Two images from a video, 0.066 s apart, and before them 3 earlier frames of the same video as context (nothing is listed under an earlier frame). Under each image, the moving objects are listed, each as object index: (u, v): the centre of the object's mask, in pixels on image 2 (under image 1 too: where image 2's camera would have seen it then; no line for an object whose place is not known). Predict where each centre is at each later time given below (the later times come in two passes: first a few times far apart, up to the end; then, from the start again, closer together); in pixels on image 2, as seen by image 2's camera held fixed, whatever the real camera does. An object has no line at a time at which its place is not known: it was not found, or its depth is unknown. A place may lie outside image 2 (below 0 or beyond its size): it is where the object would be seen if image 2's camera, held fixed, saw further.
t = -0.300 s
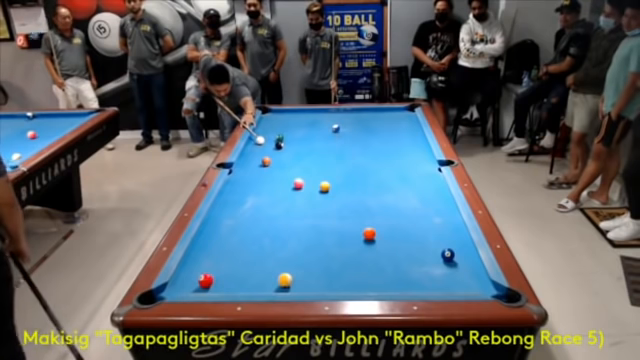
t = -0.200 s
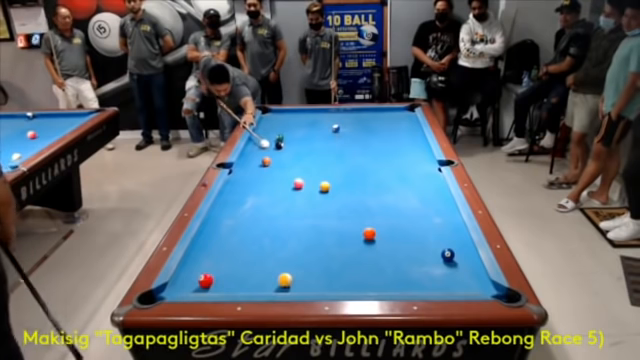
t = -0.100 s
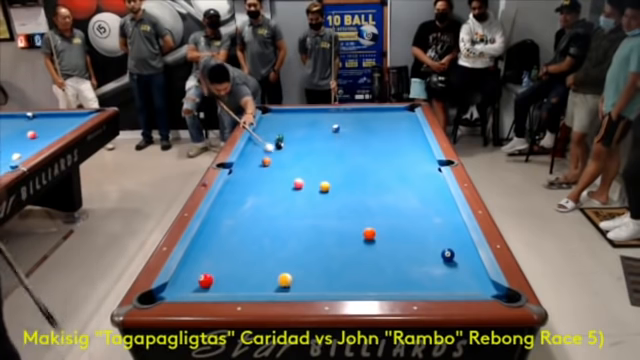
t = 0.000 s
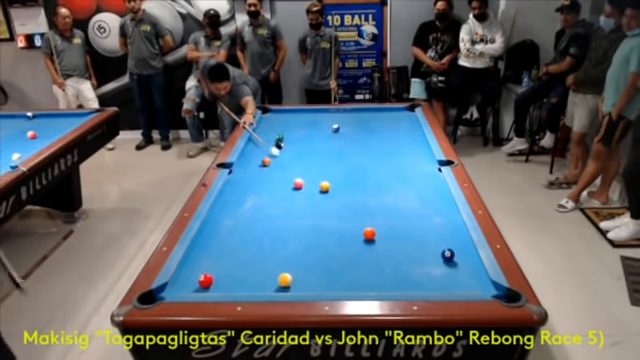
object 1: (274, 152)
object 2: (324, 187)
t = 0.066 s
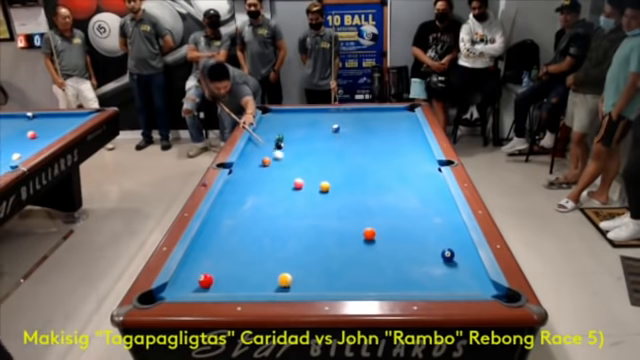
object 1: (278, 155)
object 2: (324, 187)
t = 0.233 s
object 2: (324, 187)
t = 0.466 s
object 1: (301, 173)
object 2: (324, 187)
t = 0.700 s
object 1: (314, 184)
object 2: (325, 187)
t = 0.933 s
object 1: (311, 193)
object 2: (342, 191)
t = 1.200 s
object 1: (307, 203)
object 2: (360, 194)
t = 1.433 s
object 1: (304, 212)
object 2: (375, 198)
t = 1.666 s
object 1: (300, 220)
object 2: (390, 201)
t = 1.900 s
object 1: (296, 229)
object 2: (403, 204)
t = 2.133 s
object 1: (292, 238)
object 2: (417, 208)
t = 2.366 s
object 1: (289, 247)
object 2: (430, 211)
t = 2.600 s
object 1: (285, 255)
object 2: (442, 214)
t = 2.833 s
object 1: (280, 263)
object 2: (453, 217)
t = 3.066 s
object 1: (276, 271)
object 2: (453, 218)
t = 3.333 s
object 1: (269, 279)
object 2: (449, 220)
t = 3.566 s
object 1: (263, 283)
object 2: (446, 221)
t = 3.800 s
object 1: (257, 287)
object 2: (443, 222)
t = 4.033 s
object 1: (254, 288)
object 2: (441, 222)
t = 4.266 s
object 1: (252, 287)
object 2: (440, 223)
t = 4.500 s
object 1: (251, 286)
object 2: (439, 222)
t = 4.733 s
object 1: (251, 286)
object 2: (439, 222)
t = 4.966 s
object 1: (251, 286)
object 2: (439, 222)
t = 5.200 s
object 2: (438, 223)
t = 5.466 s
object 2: (439, 223)
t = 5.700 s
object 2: (439, 223)
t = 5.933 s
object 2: (439, 223)
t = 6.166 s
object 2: (439, 223)
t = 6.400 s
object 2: (439, 223)
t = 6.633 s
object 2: (438, 223)
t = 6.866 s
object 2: (439, 223)
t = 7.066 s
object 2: (439, 223)
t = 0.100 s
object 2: (324, 187)
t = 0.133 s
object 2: (324, 187)
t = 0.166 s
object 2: (324, 187)
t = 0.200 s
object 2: (324, 187)
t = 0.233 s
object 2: (324, 187)
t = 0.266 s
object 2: (324, 187)
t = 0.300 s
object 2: (324, 187)
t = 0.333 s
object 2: (324, 187)
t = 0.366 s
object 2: (324, 187)
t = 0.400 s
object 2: (324, 187)
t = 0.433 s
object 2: (324, 187)
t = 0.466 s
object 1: (301, 173)
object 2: (324, 187)
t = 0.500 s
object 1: (303, 174)
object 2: (324, 187)
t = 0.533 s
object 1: (305, 176)
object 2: (324, 187)
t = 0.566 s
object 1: (307, 178)
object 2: (324, 187)
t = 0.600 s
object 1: (309, 180)
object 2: (324, 187)
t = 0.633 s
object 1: (311, 181)
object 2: (324, 187)
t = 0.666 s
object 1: (314, 183)
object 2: (324, 187)
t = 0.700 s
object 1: (314, 184)
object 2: (325, 187)
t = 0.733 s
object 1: (314, 186)
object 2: (328, 188)
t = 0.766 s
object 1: (314, 187)
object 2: (330, 188)
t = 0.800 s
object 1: (313, 188)
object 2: (333, 188)
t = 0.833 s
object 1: (313, 190)
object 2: (335, 189)
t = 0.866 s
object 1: (312, 191)
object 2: (337, 189)
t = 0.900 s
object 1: (312, 192)
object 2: (339, 190)
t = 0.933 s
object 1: (311, 193)
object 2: (342, 191)
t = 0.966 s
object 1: (311, 195)
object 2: (344, 191)
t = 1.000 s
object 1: (310, 196)
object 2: (346, 192)
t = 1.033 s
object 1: (310, 197)
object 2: (348, 192)
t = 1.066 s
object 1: (309, 198)
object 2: (351, 192)
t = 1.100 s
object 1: (309, 199)
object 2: (353, 193)
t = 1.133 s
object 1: (308, 201)
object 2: (355, 193)
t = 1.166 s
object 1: (308, 202)
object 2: (357, 194)
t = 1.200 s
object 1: (307, 203)
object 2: (360, 194)
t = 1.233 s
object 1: (307, 205)
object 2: (362, 195)
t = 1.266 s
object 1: (306, 206)
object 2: (364, 195)
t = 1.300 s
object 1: (306, 207)
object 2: (366, 196)
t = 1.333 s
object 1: (305, 208)
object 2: (368, 196)
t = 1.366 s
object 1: (305, 209)
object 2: (370, 197)
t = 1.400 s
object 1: (304, 210)
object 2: (372, 198)
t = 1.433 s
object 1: (304, 212)
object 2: (375, 198)
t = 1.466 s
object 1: (303, 213)
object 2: (377, 198)
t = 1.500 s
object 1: (302, 214)
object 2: (379, 198)
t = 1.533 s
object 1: (302, 215)
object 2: (381, 199)
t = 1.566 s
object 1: (301, 217)
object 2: (383, 200)
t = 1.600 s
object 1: (301, 218)
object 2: (385, 200)
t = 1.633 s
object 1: (300, 219)
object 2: (387, 200)
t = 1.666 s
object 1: (300, 220)
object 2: (390, 201)
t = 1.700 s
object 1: (299, 222)
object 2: (392, 202)
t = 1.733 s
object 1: (299, 223)
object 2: (394, 202)
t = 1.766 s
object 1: (298, 224)
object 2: (396, 203)
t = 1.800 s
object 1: (298, 225)
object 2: (397, 203)
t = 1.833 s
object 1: (297, 227)
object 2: (399, 203)
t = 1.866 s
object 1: (297, 228)
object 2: (401, 204)
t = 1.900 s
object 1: (296, 229)
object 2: (403, 204)
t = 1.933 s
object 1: (296, 230)
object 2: (406, 205)
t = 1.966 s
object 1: (295, 232)
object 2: (408, 205)
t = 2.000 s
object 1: (294, 233)
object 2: (409, 206)
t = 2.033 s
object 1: (294, 234)
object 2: (412, 206)
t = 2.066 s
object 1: (293, 235)
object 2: (413, 207)
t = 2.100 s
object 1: (293, 236)
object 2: (415, 207)
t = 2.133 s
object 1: (292, 238)
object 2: (417, 208)
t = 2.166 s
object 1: (292, 239)
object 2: (419, 208)
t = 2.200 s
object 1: (291, 240)
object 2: (421, 208)
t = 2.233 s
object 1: (291, 241)
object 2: (423, 209)
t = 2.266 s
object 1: (290, 243)
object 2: (425, 209)
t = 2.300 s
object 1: (290, 244)
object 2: (426, 210)
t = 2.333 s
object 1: (289, 245)
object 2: (428, 210)
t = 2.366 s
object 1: (289, 247)
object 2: (430, 211)
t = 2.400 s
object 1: (288, 248)
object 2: (432, 211)
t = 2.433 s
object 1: (288, 249)
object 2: (433, 212)
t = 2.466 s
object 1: (287, 250)
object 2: (435, 212)
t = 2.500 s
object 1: (287, 251)
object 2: (437, 212)
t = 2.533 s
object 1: (286, 252)
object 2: (439, 213)
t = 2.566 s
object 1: (285, 254)
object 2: (440, 213)
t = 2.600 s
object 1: (285, 255)
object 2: (442, 214)
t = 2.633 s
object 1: (284, 256)
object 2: (444, 214)
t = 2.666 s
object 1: (284, 258)
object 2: (445, 215)
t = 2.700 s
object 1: (283, 259)
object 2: (447, 215)
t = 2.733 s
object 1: (282, 260)
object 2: (449, 215)
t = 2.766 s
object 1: (282, 261)
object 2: (450, 215)
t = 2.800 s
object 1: (281, 262)
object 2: (452, 216)
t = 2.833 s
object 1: (280, 263)
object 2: (453, 217)
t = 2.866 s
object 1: (280, 264)
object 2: (455, 217)
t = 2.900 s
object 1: (279, 265)
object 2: (456, 217)
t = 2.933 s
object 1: (279, 267)
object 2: (456, 217)
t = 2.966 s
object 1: (278, 267)
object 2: (455, 218)
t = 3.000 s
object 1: (277, 269)
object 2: (454, 218)
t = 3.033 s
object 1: (276, 270)
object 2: (454, 218)
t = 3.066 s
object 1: (276, 271)
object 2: (453, 218)
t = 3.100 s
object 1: (275, 272)
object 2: (453, 218)
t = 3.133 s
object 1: (274, 274)
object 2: (452, 219)
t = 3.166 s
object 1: (274, 275)
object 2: (451, 219)
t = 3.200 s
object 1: (273, 275)
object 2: (451, 219)
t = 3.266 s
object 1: (271, 277)
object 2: (450, 219)
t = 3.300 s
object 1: (270, 278)
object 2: (449, 219)
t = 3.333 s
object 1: (269, 279)
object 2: (449, 220)
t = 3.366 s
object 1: (268, 279)
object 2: (448, 220)
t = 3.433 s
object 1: (267, 281)
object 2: (448, 220)
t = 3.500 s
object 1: (265, 282)
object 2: (447, 220)
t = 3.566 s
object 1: (263, 283)
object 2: (446, 221)
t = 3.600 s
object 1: (262, 284)
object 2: (445, 221)
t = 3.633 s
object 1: (261, 285)
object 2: (445, 221)
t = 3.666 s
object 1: (261, 285)
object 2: (444, 221)
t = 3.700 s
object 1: (260, 285)
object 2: (444, 221)
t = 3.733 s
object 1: (259, 286)
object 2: (444, 221)
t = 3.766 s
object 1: (258, 286)
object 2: (443, 221)
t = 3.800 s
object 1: (257, 287)
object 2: (443, 222)
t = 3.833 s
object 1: (257, 287)
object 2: (443, 222)
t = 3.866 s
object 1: (256, 288)
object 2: (442, 222)
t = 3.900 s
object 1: (255, 288)
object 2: (442, 222)
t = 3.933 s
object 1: (255, 288)
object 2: (442, 222)
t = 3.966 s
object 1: (254, 288)
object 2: (441, 222)
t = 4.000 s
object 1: (254, 288)
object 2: (441, 222)
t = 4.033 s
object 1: (254, 288)
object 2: (441, 222)
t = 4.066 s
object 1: (253, 288)
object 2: (441, 222)
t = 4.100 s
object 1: (253, 288)
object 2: (441, 222)
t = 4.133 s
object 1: (253, 288)
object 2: (440, 222)
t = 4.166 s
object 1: (253, 287)
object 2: (440, 222)
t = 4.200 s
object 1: (253, 287)
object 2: (440, 222)
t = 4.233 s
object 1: (253, 287)
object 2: (440, 222)
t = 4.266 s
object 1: (252, 287)
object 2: (440, 223)
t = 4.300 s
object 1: (252, 287)
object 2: (440, 223)
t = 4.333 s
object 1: (252, 286)
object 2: (439, 222)
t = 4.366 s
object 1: (252, 286)
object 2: (439, 222)
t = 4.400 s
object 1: (252, 286)
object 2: (439, 222)
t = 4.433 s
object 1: (252, 286)
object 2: (439, 222)
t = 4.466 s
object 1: (251, 286)
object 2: (439, 222)
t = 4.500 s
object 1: (251, 286)
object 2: (439, 222)
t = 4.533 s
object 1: (251, 286)
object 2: (439, 222)
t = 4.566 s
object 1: (251, 286)
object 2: (439, 222)
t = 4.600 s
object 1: (251, 286)
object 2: (439, 222)
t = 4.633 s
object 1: (251, 286)
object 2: (439, 222)
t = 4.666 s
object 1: (251, 286)
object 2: (439, 222)
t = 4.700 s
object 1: (251, 286)
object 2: (439, 222)
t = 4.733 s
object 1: (251, 286)
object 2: (439, 222)
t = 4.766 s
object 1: (251, 286)
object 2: (439, 222)
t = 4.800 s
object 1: (251, 286)
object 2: (439, 222)
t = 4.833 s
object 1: (251, 286)
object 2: (439, 222)
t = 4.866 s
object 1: (251, 286)
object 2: (439, 222)
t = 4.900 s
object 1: (251, 286)
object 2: (439, 222)
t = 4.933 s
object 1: (251, 286)
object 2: (439, 222)
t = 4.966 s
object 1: (251, 286)
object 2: (439, 222)
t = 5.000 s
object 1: (251, 286)
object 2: (439, 222)
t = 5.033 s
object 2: (439, 223)
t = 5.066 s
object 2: (438, 223)
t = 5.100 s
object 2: (438, 223)
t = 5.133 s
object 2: (438, 223)
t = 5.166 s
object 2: (438, 223)
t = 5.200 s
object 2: (438, 223)
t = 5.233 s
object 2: (438, 223)
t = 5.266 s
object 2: (439, 223)
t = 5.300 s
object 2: (439, 223)
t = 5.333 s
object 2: (439, 223)
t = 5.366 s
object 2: (439, 223)
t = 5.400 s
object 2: (439, 223)
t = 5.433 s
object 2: (439, 223)
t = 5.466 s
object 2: (439, 223)
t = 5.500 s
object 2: (439, 223)
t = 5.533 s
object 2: (439, 223)
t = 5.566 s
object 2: (439, 223)
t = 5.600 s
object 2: (439, 223)
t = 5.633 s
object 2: (439, 223)
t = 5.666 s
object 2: (439, 223)
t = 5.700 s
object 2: (439, 223)
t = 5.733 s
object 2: (439, 223)
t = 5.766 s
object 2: (439, 223)
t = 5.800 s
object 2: (439, 223)
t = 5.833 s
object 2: (439, 223)
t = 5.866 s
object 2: (439, 223)
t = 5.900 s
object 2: (439, 223)
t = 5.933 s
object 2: (439, 223)
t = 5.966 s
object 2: (439, 223)
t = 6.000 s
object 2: (439, 223)
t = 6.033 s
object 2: (439, 223)
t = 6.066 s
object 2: (439, 223)
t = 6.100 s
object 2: (439, 223)
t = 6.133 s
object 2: (439, 223)
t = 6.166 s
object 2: (439, 223)
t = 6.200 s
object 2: (439, 223)
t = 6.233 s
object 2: (439, 223)
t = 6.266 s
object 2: (439, 223)
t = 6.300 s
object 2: (439, 223)
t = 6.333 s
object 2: (439, 223)
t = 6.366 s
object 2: (439, 222)
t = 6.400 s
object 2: (439, 223)
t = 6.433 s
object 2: (439, 222)
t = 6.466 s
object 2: (439, 223)
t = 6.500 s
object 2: (439, 222)
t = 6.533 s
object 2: (439, 222)
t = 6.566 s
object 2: (438, 223)
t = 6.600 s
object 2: (438, 222)
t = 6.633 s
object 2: (438, 223)
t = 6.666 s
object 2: (438, 223)
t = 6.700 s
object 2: (439, 223)
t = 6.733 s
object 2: (439, 223)
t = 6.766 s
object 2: (438, 223)
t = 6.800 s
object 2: (438, 223)
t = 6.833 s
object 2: (439, 223)
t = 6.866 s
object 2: (439, 223)
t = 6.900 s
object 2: (439, 223)
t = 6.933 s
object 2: (439, 223)
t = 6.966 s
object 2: (439, 223)
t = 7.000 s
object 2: (439, 223)
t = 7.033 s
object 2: (439, 223)
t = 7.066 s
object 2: (439, 223)
